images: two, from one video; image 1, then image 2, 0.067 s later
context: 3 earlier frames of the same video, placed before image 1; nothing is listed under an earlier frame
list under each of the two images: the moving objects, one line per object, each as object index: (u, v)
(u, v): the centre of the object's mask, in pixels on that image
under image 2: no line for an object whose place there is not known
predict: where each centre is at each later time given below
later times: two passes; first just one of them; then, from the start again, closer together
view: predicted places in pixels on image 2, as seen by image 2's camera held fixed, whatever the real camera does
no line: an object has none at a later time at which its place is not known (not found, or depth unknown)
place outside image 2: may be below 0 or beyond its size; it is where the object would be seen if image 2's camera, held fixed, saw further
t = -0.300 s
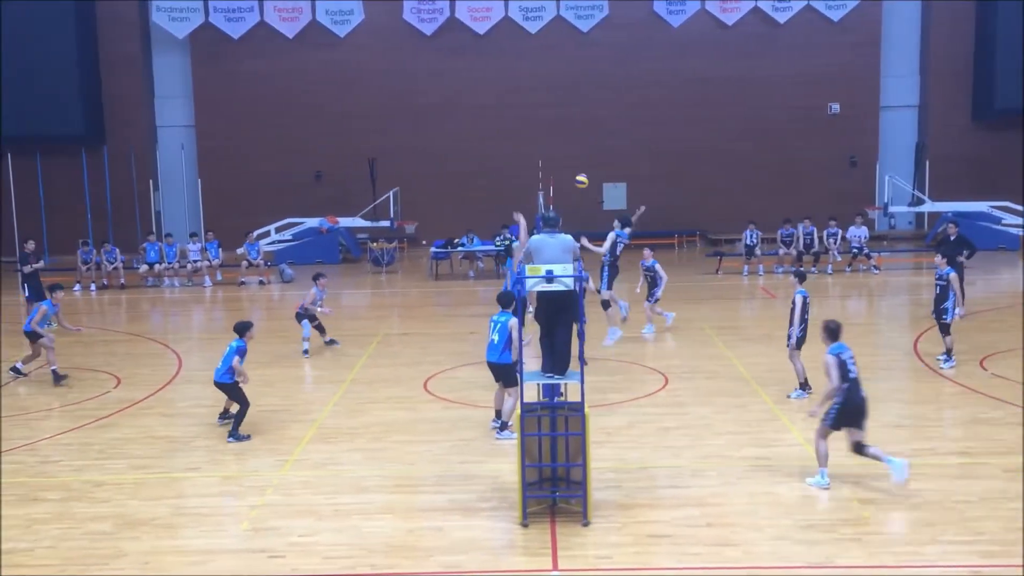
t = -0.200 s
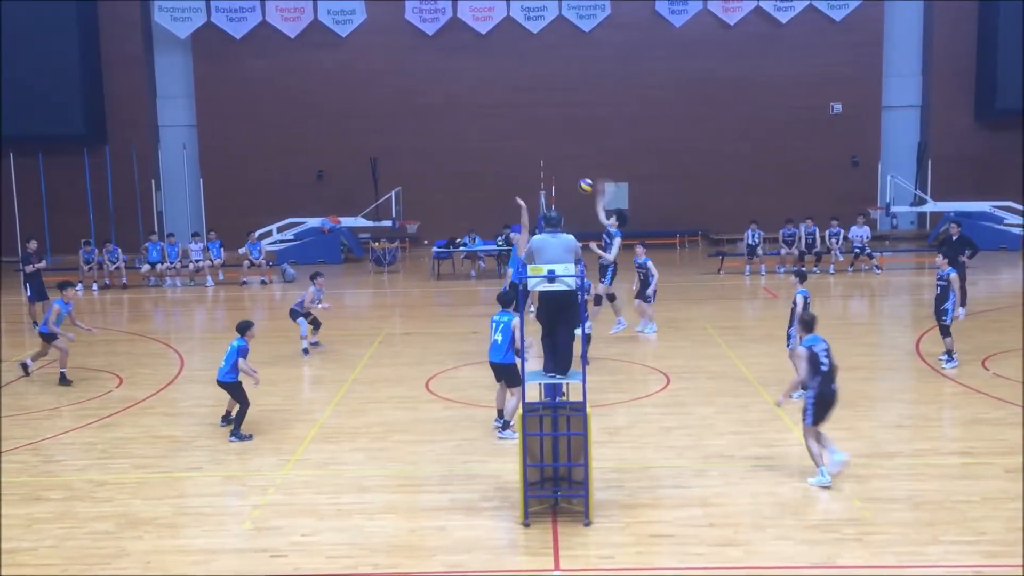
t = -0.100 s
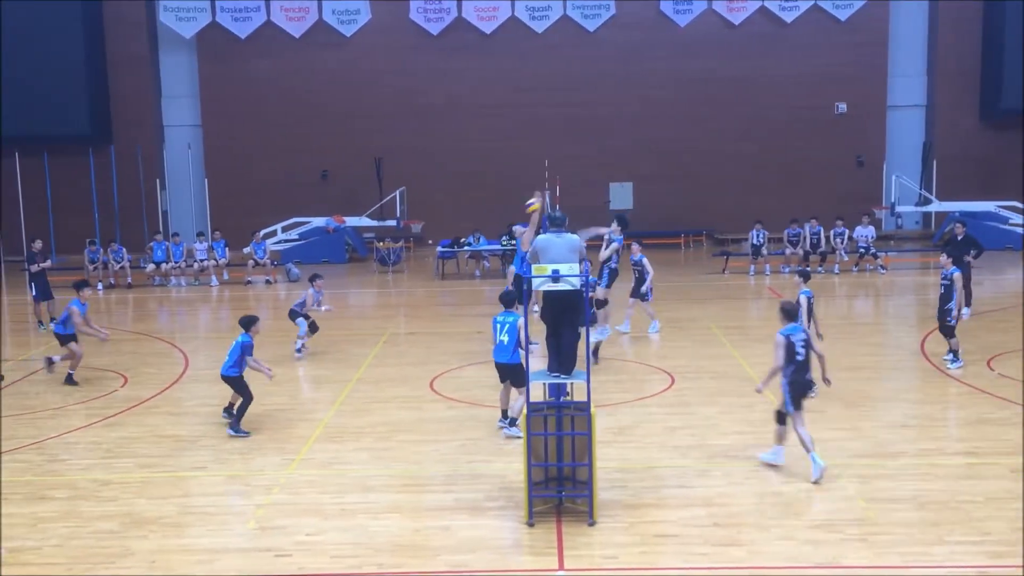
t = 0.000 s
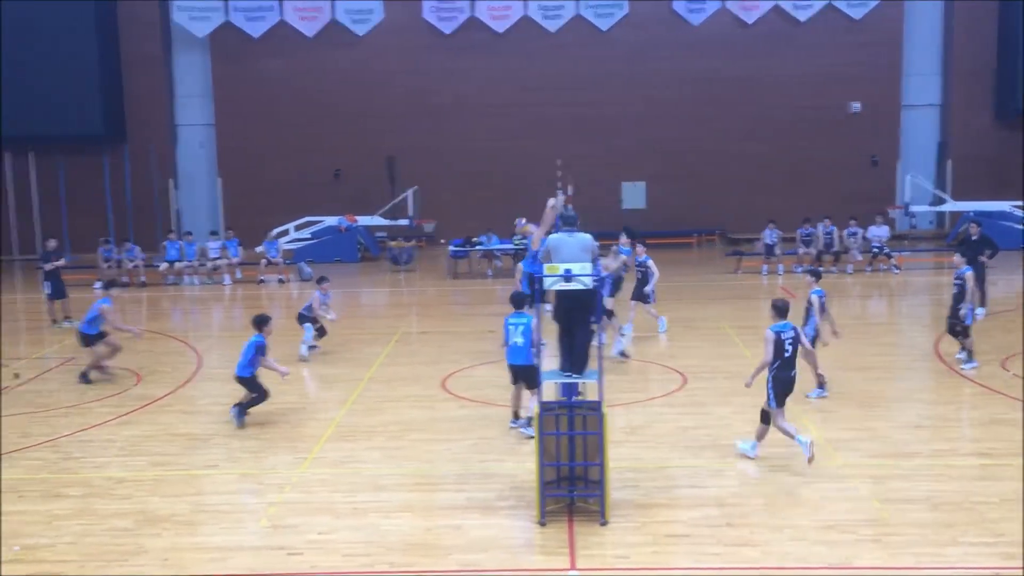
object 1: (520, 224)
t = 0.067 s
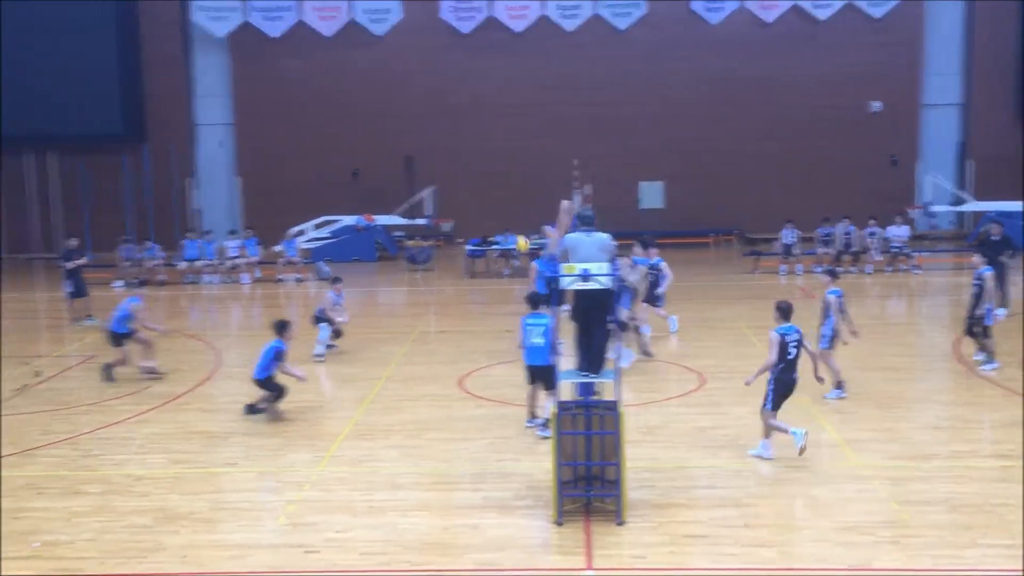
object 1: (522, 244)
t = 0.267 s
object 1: (468, 324)
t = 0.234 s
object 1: (480, 308)
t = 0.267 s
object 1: (468, 324)
